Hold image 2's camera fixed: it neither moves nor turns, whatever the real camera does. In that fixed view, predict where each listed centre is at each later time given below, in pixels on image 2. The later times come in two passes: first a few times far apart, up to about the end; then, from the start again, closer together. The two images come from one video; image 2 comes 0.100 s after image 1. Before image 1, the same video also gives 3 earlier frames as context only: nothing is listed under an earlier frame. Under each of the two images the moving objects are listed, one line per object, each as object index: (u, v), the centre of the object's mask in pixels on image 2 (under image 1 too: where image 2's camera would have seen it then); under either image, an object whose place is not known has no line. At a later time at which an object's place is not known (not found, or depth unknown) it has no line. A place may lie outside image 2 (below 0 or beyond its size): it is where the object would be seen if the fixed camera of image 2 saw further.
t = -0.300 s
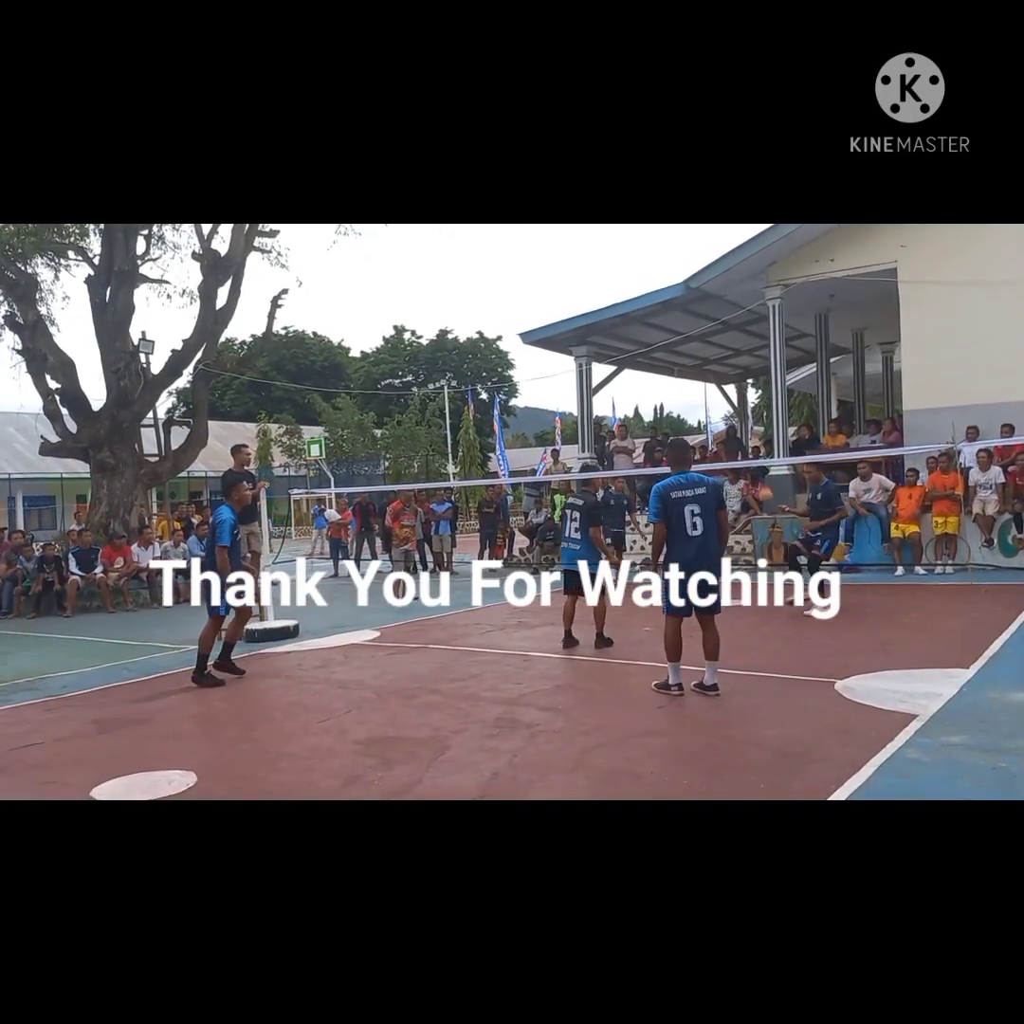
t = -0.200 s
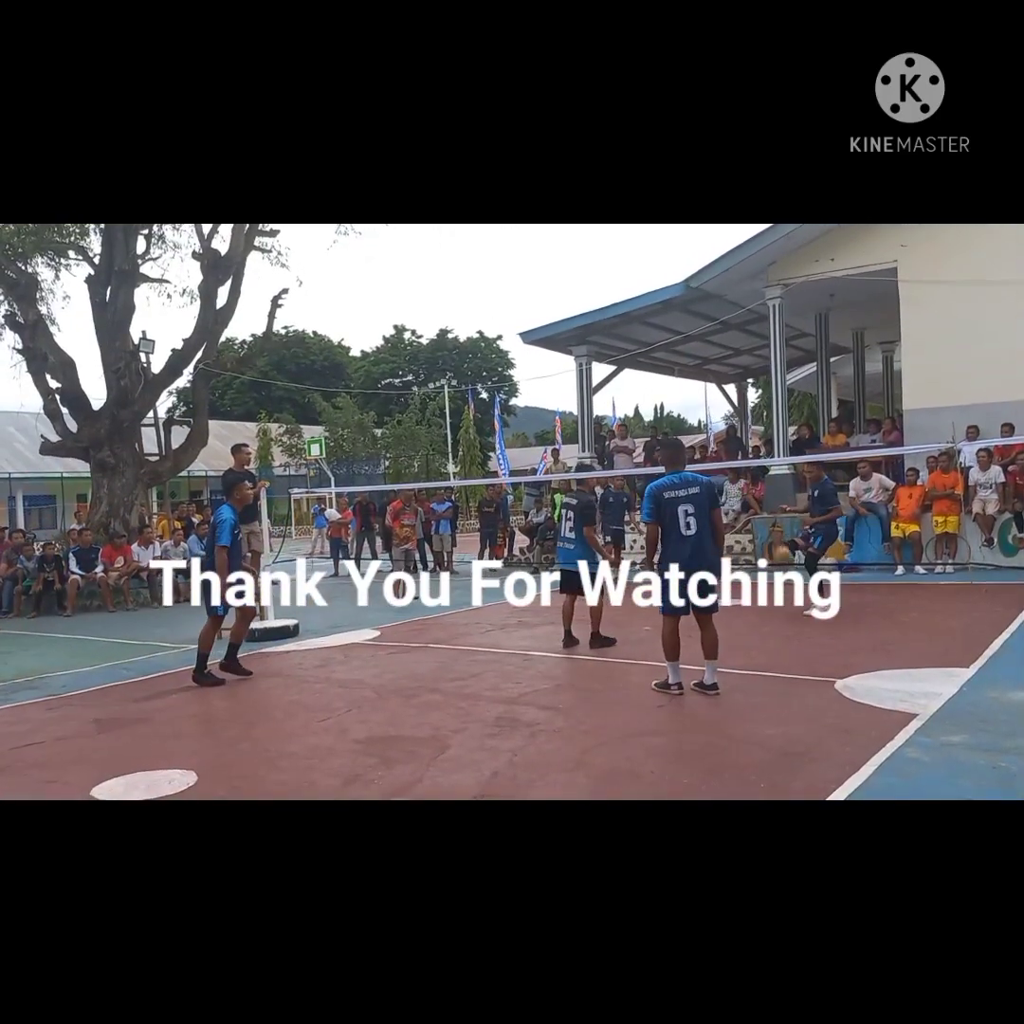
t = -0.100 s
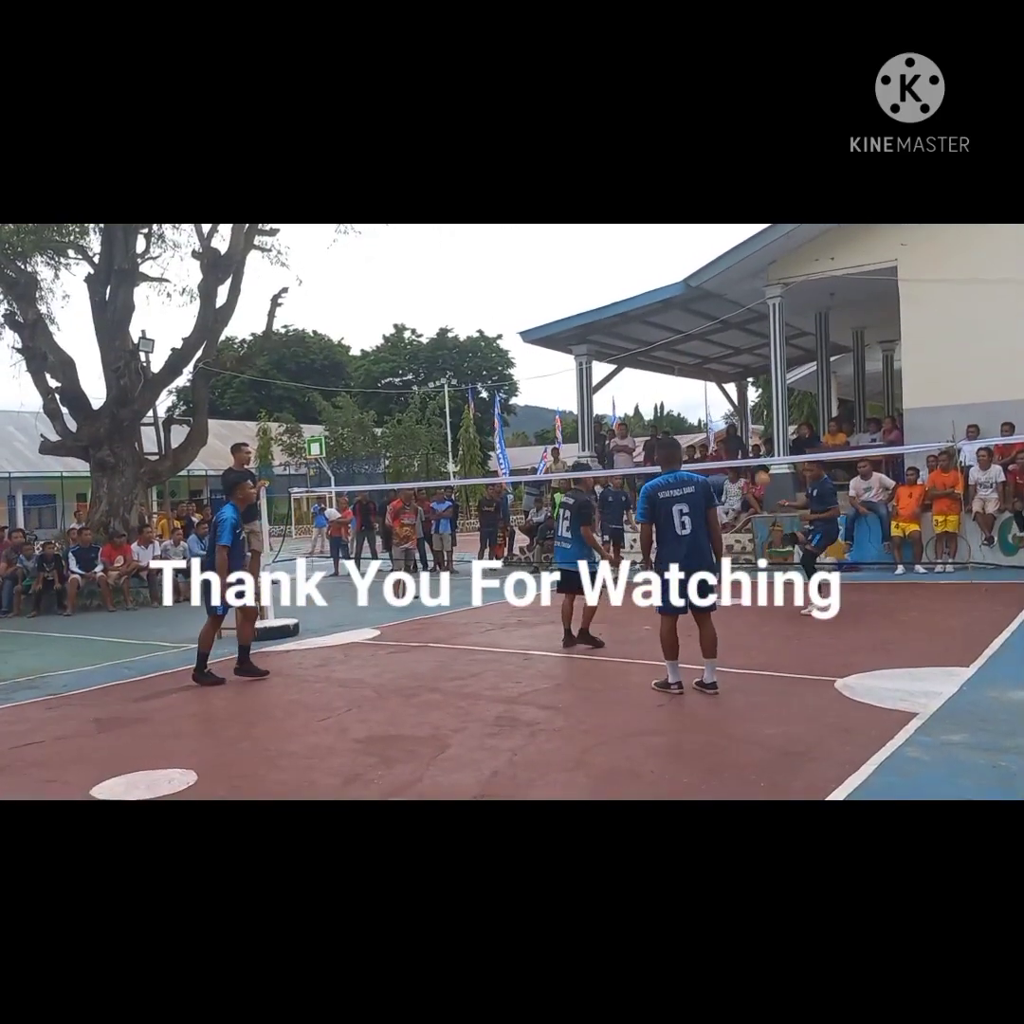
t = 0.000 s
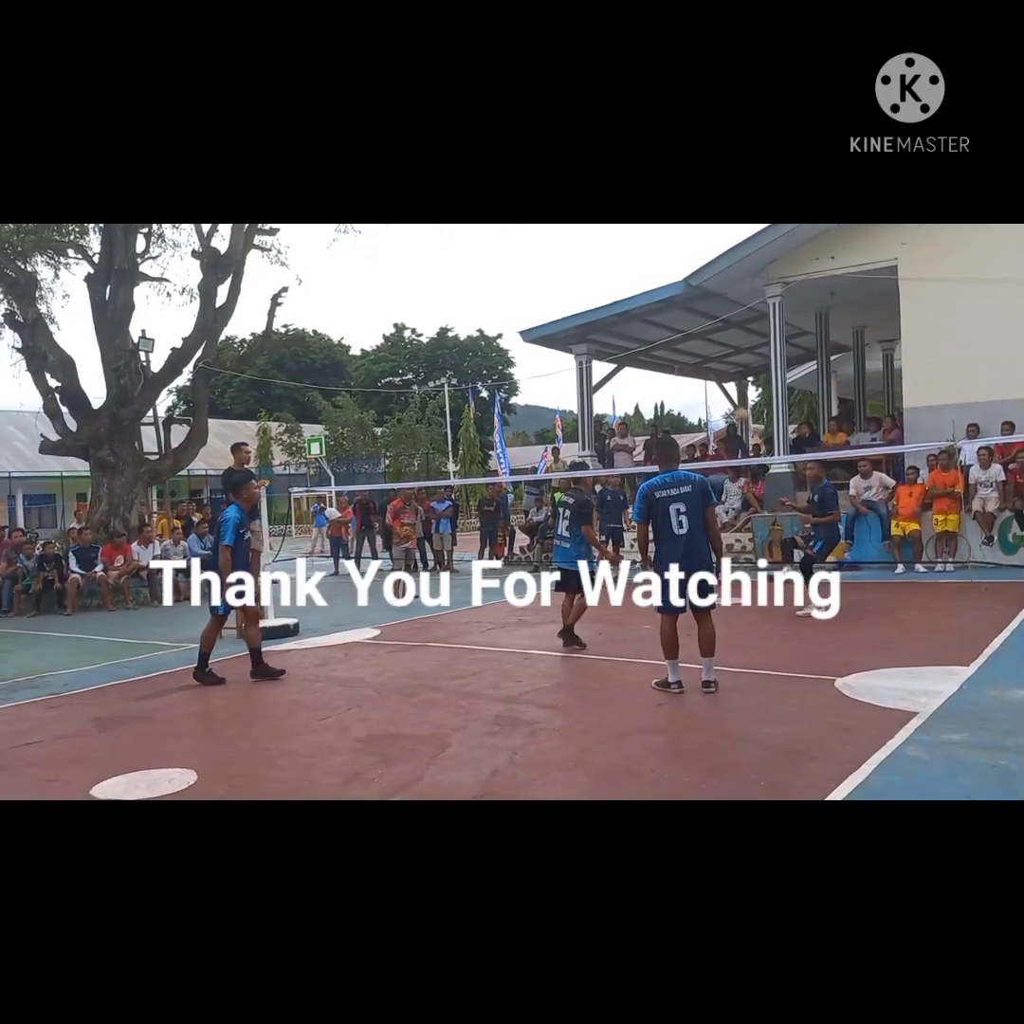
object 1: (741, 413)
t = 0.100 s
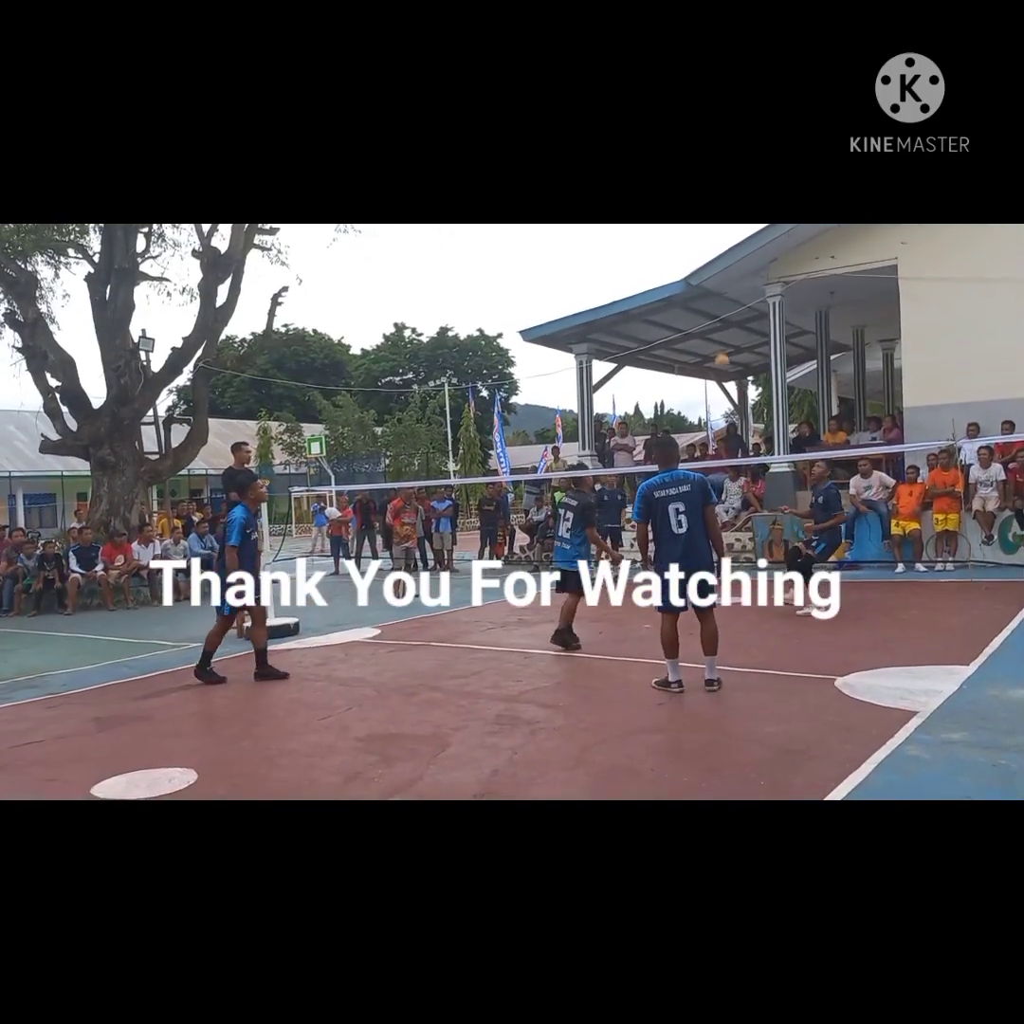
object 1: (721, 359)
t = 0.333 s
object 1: (676, 276)
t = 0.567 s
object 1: (632, 242)
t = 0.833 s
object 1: (585, 273)
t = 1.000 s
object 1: (557, 332)
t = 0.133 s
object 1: (715, 344)
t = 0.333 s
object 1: (676, 276)
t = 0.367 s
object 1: (670, 267)
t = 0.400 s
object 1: (664, 261)
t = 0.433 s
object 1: (657, 254)
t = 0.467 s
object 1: (651, 249)
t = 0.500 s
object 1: (645, 246)
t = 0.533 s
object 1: (639, 243)
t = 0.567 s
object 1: (632, 242)
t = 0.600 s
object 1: (626, 242)
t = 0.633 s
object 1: (620, 243)
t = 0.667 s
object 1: (615, 245)
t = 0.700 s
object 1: (609, 248)
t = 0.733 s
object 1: (603, 253)
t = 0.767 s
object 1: (597, 259)
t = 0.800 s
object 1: (591, 265)
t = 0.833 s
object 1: (585, 273)
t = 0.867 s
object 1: (579, 283)
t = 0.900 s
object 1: (574, 293)
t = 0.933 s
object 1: (568, 304)
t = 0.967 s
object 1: (563, 315)
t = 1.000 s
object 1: (557, 332)
